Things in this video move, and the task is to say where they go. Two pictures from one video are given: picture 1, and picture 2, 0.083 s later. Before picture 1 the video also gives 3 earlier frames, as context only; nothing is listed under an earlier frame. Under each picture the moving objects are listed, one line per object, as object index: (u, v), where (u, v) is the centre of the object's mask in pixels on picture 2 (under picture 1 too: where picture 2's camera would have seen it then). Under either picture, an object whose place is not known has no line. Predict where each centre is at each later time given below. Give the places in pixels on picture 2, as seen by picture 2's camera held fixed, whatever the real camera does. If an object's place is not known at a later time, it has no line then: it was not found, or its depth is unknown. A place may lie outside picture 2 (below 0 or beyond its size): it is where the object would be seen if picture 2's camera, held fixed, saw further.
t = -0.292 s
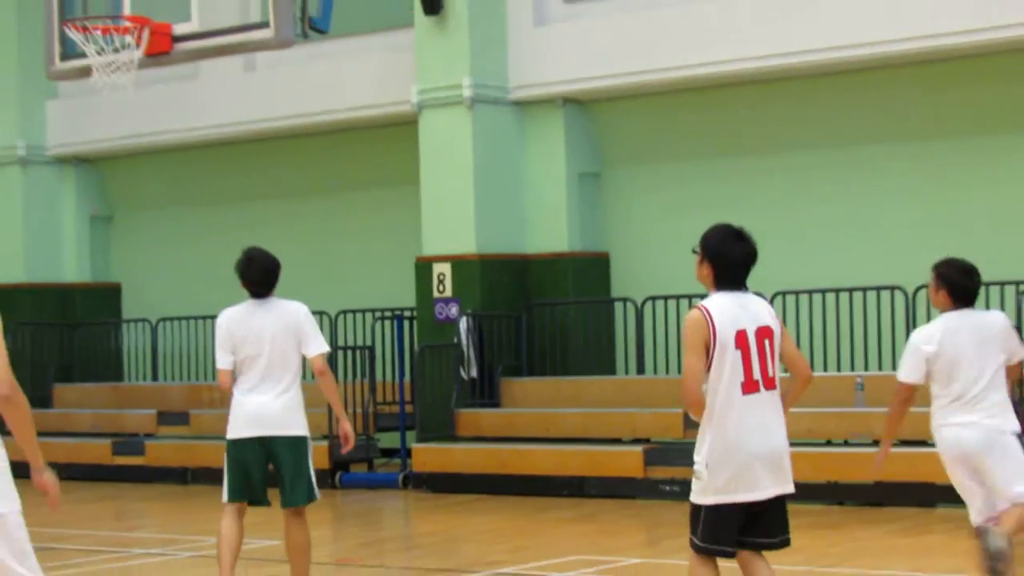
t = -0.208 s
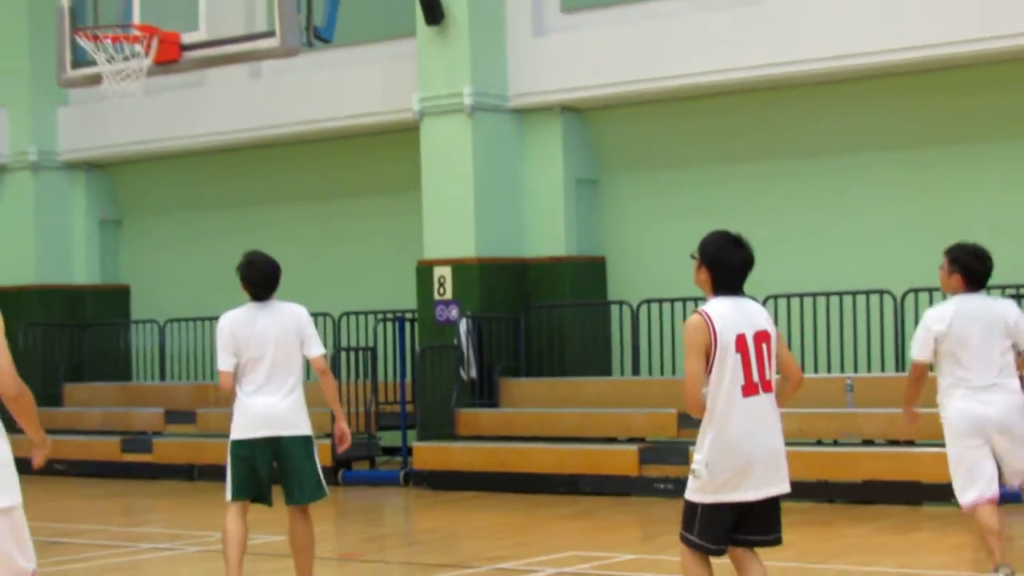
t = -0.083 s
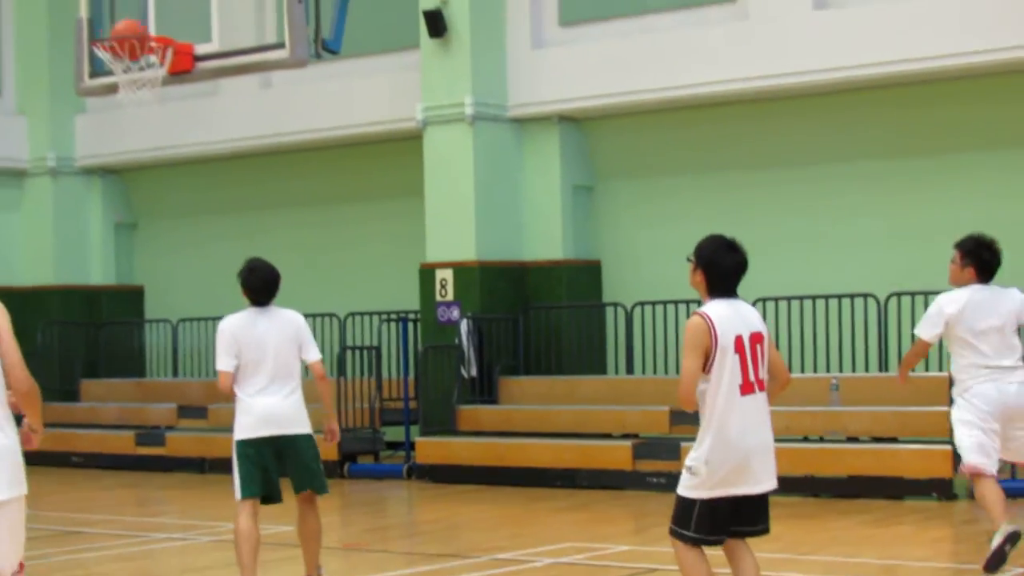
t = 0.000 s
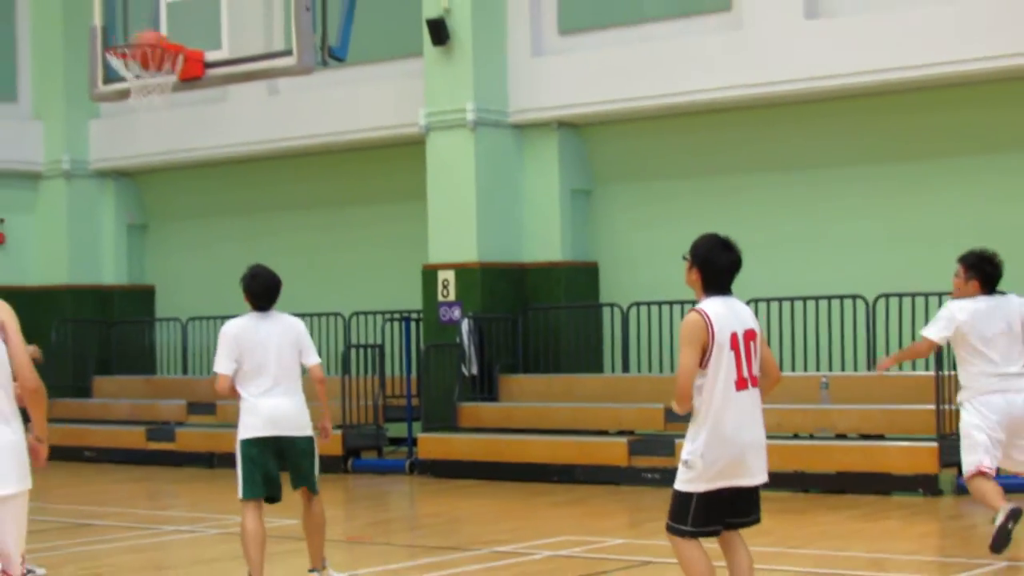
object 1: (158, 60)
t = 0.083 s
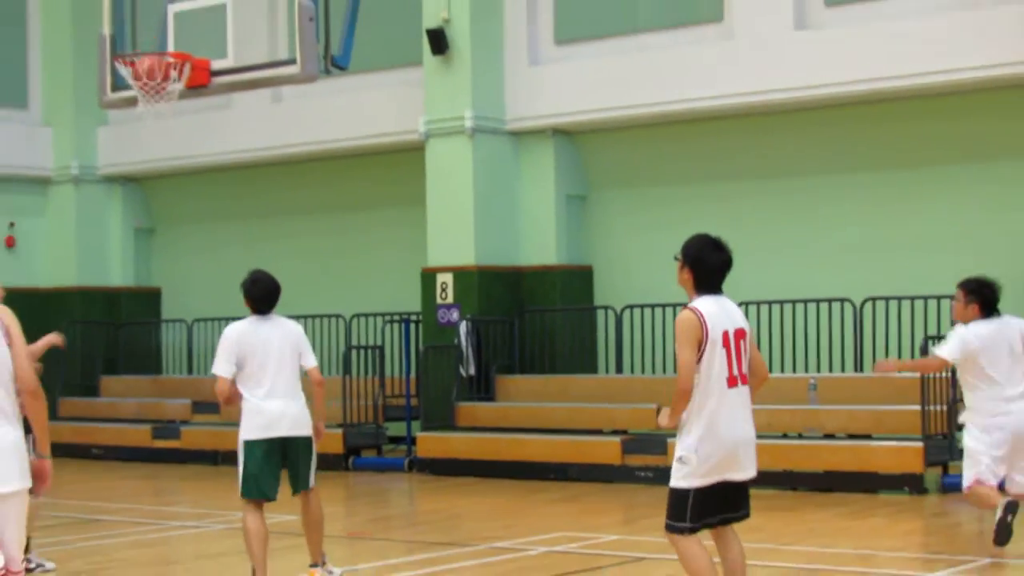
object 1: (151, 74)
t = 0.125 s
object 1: (136, 84)
